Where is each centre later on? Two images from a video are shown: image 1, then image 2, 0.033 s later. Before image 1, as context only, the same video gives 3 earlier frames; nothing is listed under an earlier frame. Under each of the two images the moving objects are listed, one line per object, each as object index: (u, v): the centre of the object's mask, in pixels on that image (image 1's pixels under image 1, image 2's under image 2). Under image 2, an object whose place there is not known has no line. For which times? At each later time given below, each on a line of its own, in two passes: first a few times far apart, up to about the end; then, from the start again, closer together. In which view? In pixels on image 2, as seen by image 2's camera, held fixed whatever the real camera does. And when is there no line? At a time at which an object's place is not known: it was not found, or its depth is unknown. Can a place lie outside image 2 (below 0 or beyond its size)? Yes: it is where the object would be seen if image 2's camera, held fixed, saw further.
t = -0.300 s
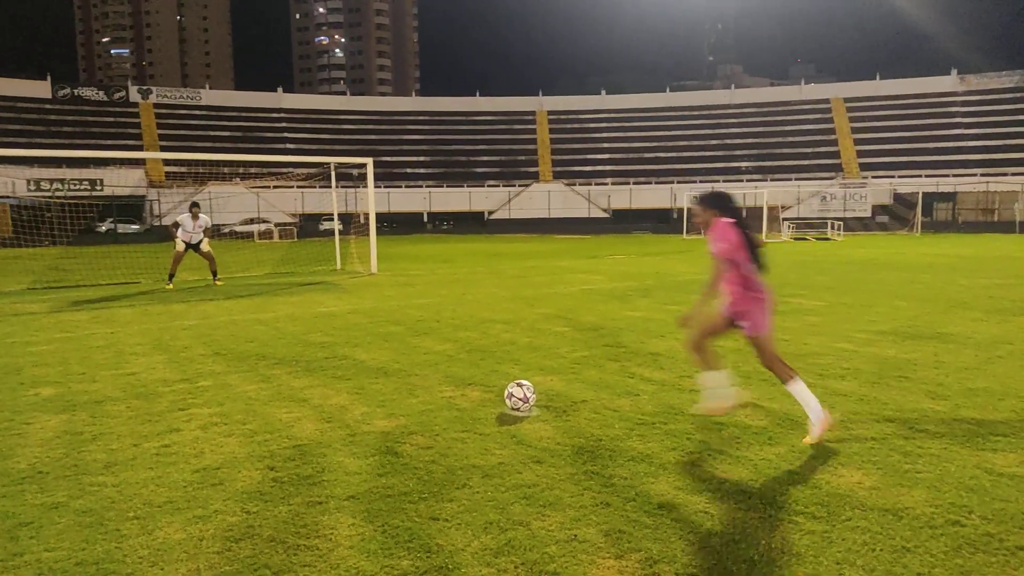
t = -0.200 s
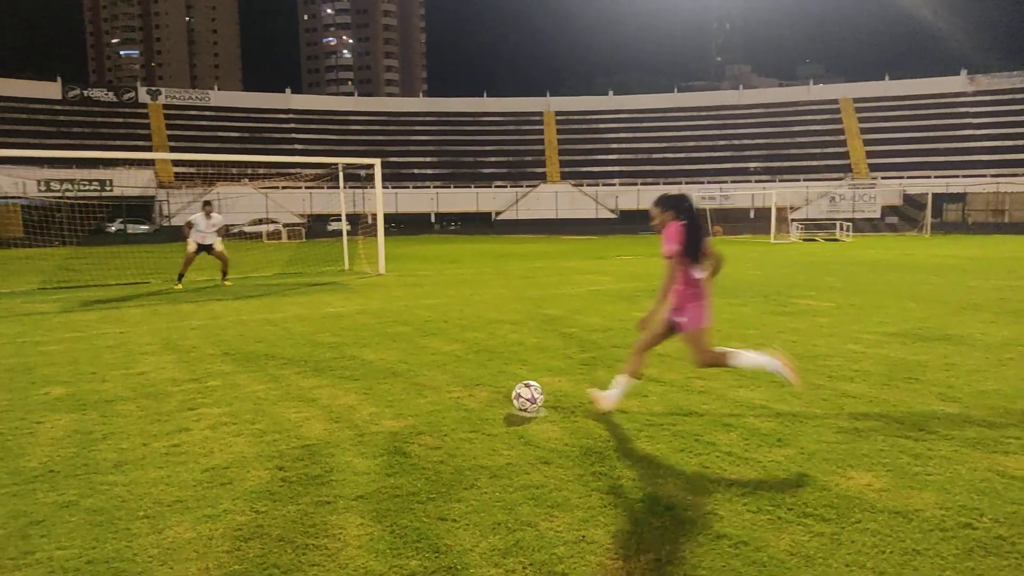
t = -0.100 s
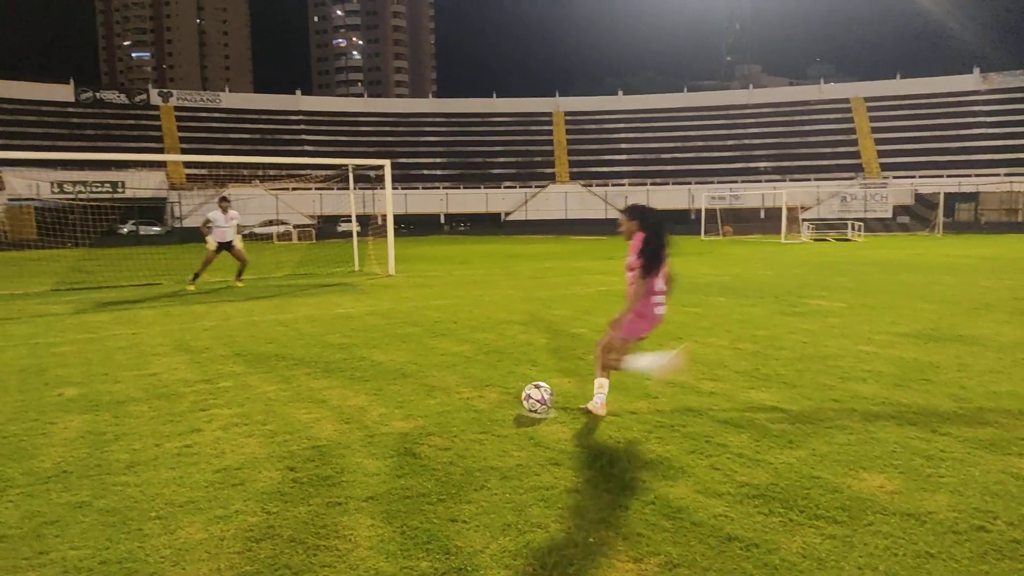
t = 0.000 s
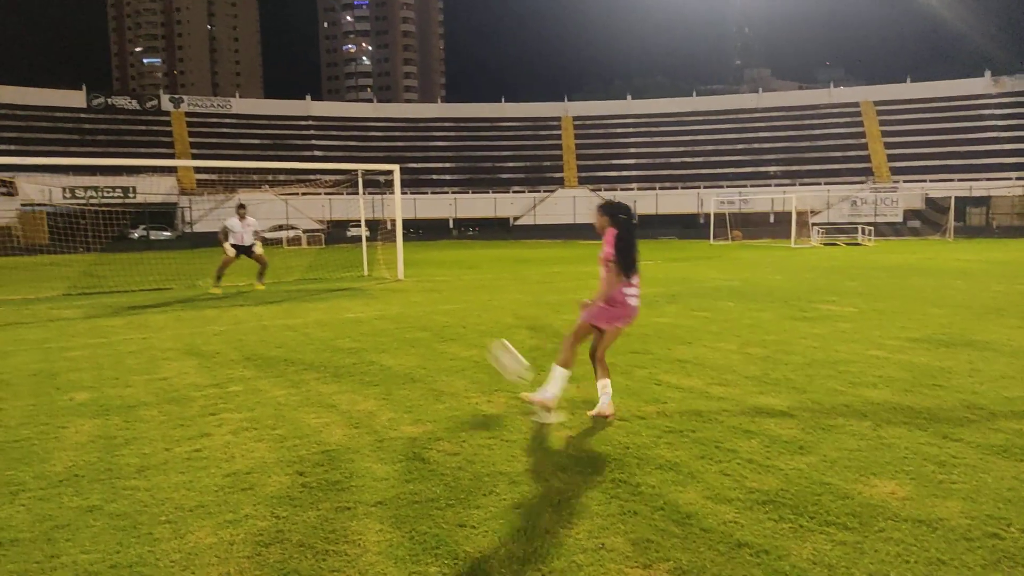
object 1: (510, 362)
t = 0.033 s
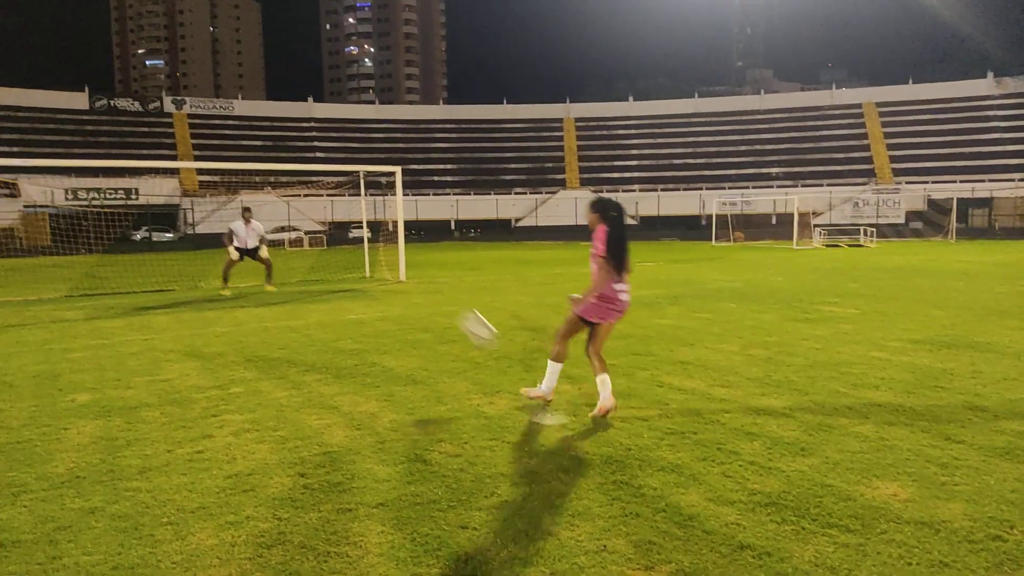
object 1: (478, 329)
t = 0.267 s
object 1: (326, 190)
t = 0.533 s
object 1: (232, 134)
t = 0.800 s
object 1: (189, 136)
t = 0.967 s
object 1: (172, 151)
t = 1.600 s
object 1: (147, 255)
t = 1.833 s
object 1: (143, 251)
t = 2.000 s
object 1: (142, 236)
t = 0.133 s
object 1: (400, 252)
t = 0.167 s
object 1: (380, 234)
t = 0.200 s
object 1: (361, 217)
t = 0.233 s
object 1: (344, 202)
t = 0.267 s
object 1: (326, 190)
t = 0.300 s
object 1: (313, 180)
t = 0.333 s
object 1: (299, 169)
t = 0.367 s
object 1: (287, 161)
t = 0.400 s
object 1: (266, 148)
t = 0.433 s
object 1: (257, 143)
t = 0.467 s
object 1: (248, 140)
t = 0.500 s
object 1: (240, 136)
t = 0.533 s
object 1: (232, 134)
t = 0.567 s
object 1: (225, 132)
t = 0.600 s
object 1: (219, 131)
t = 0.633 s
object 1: (213, 131)
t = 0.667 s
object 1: (207, 131)
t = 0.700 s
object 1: (202, 131)
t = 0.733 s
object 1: (198, 132)
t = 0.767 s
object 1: (193, 134)
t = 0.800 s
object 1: (189, 136)
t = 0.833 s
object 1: (185, 138)
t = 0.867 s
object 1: (181, 141)
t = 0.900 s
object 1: (177, 144)
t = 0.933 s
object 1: (174, 147)
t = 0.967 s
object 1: (172, 151)
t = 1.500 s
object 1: (148, 236)
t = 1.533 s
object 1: (148, 242)
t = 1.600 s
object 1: (147, 255)
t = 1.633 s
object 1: (148, 262)
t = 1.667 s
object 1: (148, 268)
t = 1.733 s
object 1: (147, 266)
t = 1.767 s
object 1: (146, 260)
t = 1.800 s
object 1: (145, 256)
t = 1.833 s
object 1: (143, 251)
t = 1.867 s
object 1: (143, 248)
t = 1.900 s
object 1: (143, 245)
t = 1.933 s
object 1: (143, 242)
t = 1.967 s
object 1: (142, 238)
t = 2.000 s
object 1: (142, 236)
